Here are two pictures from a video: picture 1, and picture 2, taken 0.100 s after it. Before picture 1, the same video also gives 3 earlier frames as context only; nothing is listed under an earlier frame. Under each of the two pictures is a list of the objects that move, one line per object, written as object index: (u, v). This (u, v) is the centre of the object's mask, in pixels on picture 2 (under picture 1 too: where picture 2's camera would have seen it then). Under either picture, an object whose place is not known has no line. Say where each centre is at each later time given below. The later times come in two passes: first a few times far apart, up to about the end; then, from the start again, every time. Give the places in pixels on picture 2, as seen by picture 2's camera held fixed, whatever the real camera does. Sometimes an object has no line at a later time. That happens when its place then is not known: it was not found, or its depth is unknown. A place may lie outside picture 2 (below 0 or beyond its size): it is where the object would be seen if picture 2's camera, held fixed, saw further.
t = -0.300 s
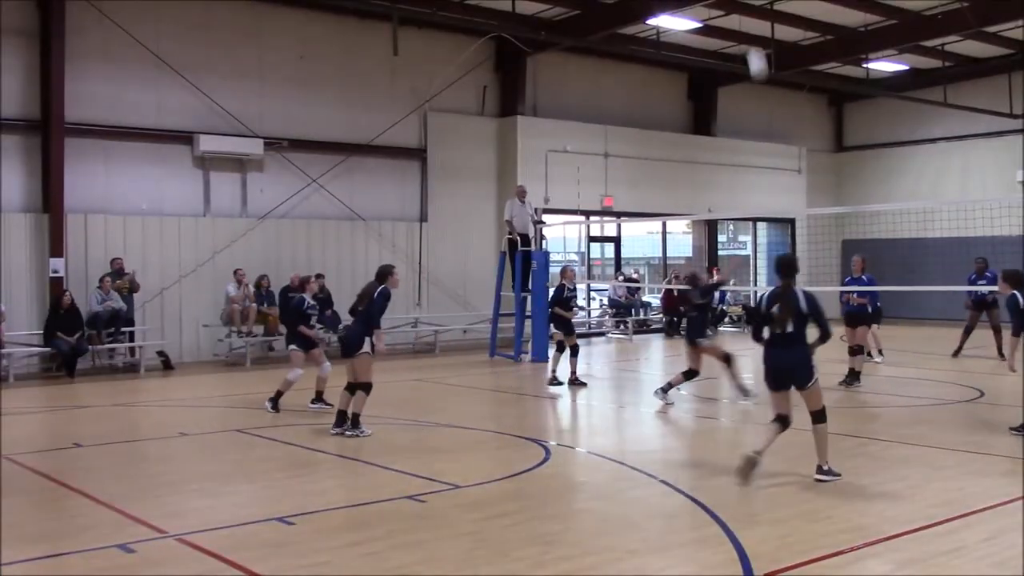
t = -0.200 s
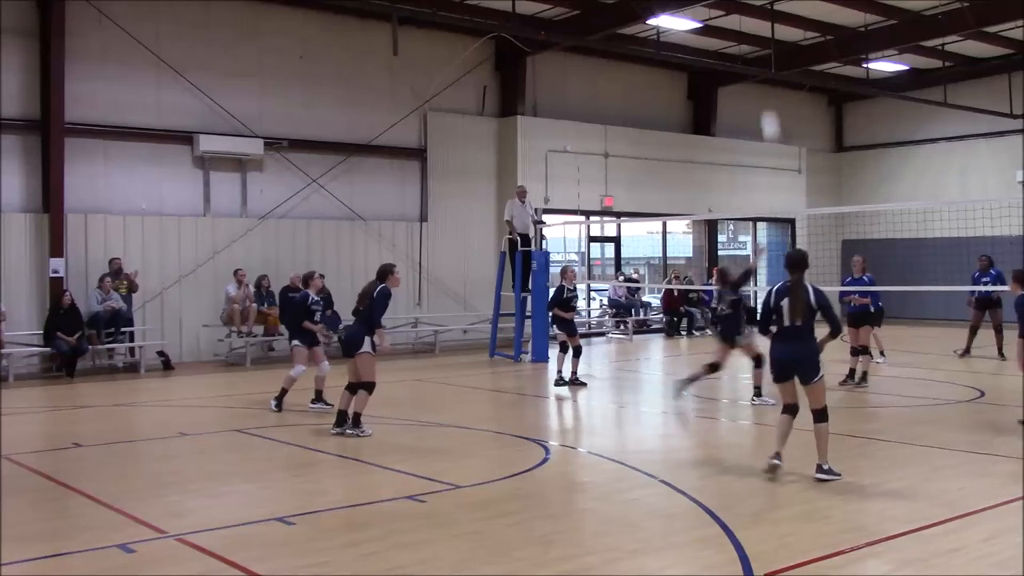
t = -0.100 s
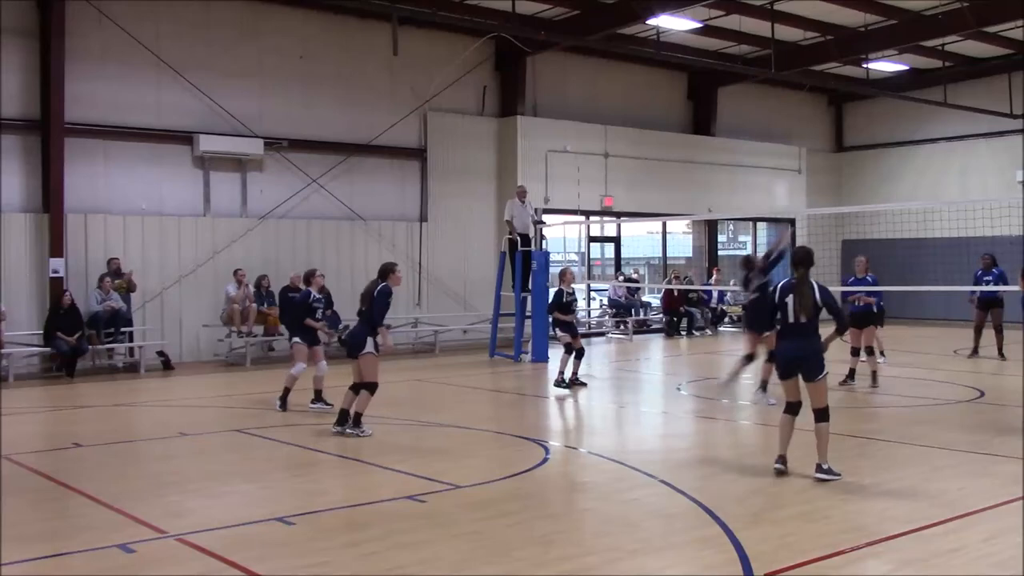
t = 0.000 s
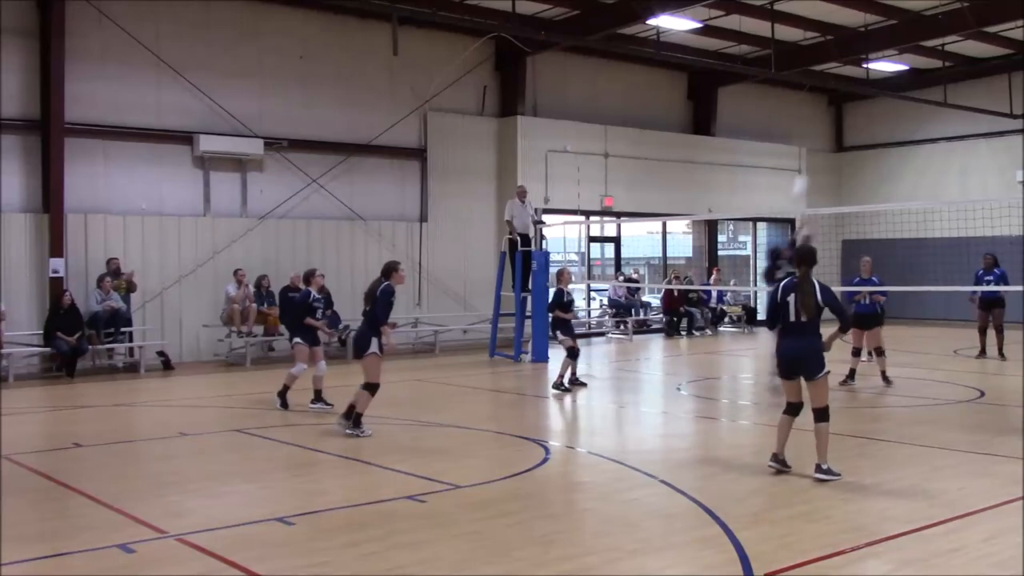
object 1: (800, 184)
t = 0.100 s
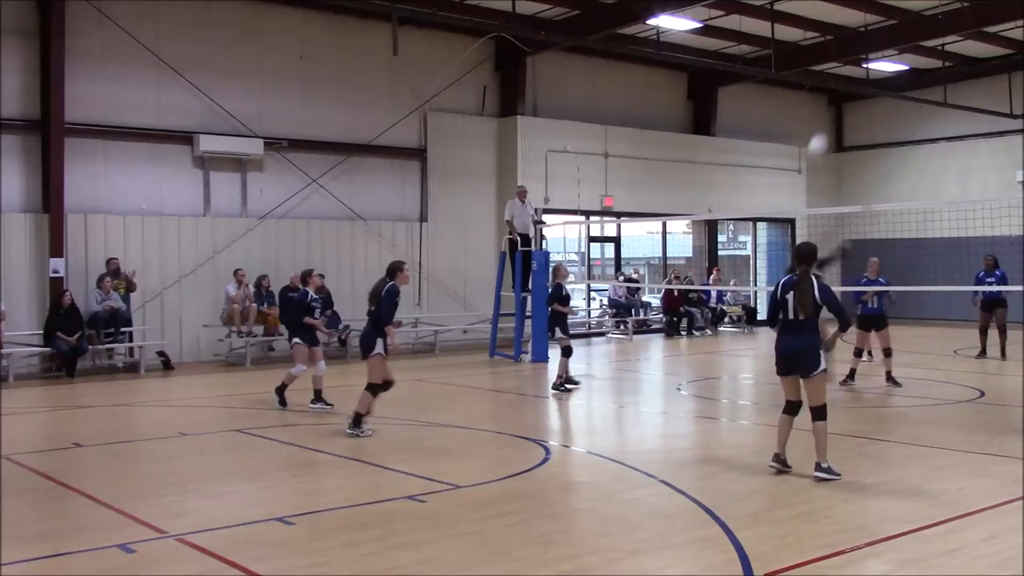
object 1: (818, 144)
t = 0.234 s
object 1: (840, 104)
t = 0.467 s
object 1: (876, 70)
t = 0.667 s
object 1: (906, 73)
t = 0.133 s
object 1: (823, 133)
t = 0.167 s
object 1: (829, 122)
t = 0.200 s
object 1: (835, 112)
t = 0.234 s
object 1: (840, 104)
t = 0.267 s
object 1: (846, 96)
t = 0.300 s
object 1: (851, 89)
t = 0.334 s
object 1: (856, 83)
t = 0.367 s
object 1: (861, 78)
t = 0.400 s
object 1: (865, 75)
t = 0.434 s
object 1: (870, 72)
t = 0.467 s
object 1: (876, 70)
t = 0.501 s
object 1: (882, 68)
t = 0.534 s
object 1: (887, 66)
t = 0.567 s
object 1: (892, 66)
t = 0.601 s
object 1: (897, 68)
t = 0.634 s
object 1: (902, 70)
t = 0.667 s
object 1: (906, 73)
